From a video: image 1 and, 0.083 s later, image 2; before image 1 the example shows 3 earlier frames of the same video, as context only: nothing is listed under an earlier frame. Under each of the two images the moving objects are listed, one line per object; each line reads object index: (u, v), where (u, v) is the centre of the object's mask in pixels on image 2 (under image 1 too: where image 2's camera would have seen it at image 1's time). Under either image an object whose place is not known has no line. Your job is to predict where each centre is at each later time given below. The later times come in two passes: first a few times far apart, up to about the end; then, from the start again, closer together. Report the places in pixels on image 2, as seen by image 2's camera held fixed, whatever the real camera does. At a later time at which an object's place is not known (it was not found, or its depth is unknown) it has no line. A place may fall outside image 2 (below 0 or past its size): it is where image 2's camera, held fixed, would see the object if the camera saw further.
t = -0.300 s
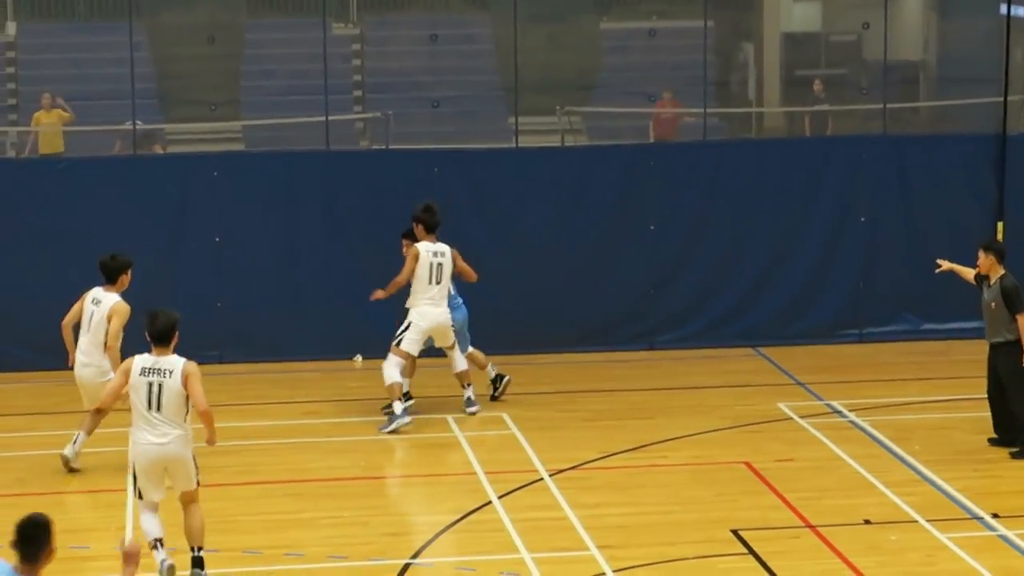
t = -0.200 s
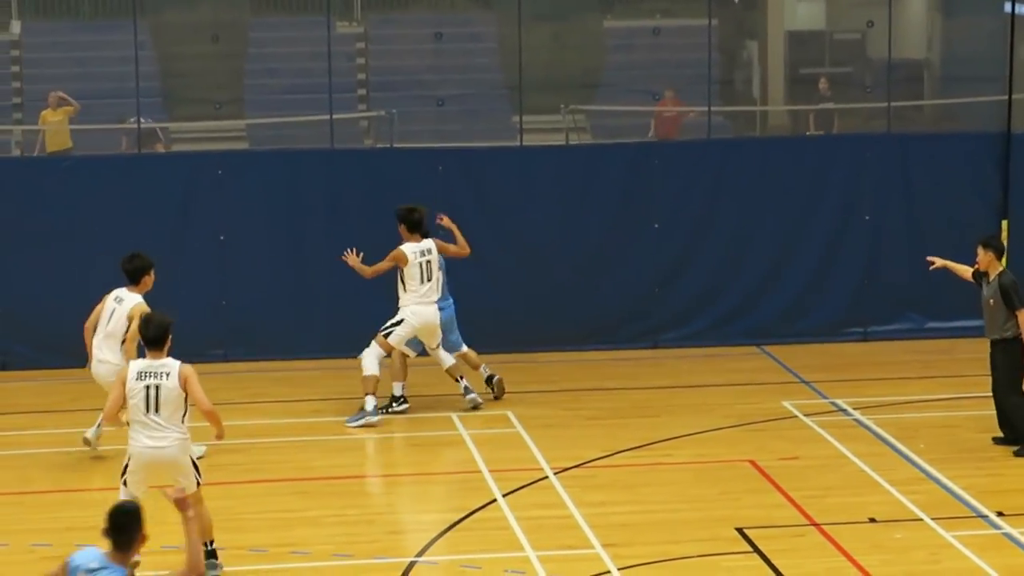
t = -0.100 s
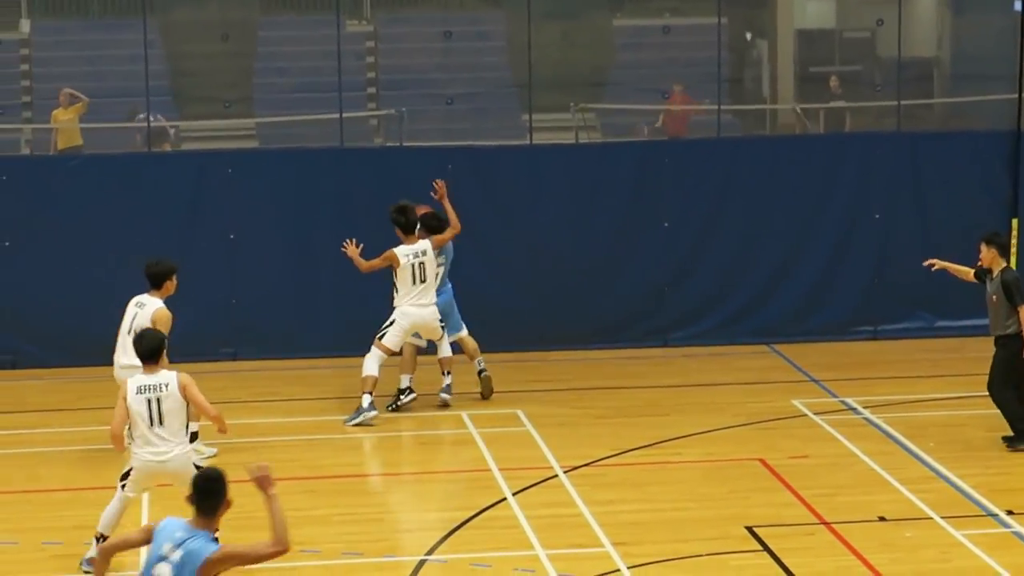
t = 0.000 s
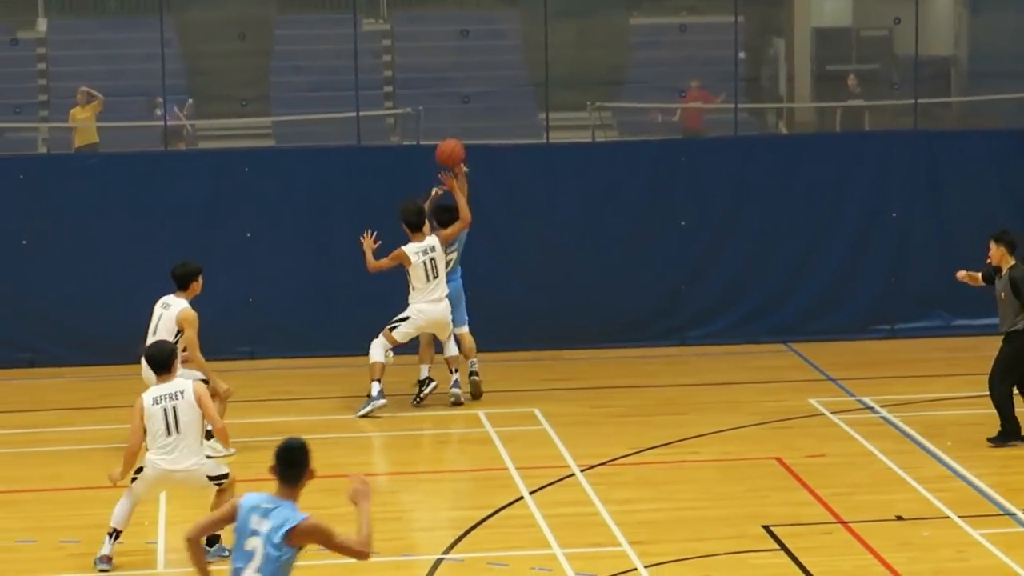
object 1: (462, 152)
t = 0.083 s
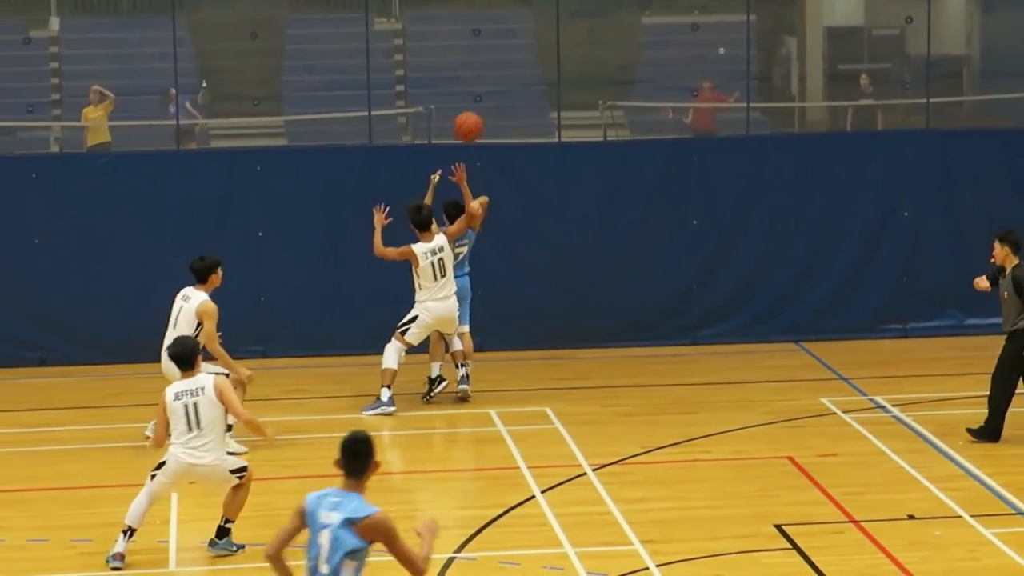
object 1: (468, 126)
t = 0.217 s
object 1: (479, 99)
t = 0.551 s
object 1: (517, 124)
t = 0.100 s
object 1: (469, 121)
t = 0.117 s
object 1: (470, 118)
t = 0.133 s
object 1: (472, 113)
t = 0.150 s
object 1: (473, 111)
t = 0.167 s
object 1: (475, 107)
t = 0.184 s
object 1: (476, 104)
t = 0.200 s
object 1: (477, 102)
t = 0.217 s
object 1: (479, 99)
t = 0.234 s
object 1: (480, 97)
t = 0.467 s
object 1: (506, 103)
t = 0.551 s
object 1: (517, 124)
